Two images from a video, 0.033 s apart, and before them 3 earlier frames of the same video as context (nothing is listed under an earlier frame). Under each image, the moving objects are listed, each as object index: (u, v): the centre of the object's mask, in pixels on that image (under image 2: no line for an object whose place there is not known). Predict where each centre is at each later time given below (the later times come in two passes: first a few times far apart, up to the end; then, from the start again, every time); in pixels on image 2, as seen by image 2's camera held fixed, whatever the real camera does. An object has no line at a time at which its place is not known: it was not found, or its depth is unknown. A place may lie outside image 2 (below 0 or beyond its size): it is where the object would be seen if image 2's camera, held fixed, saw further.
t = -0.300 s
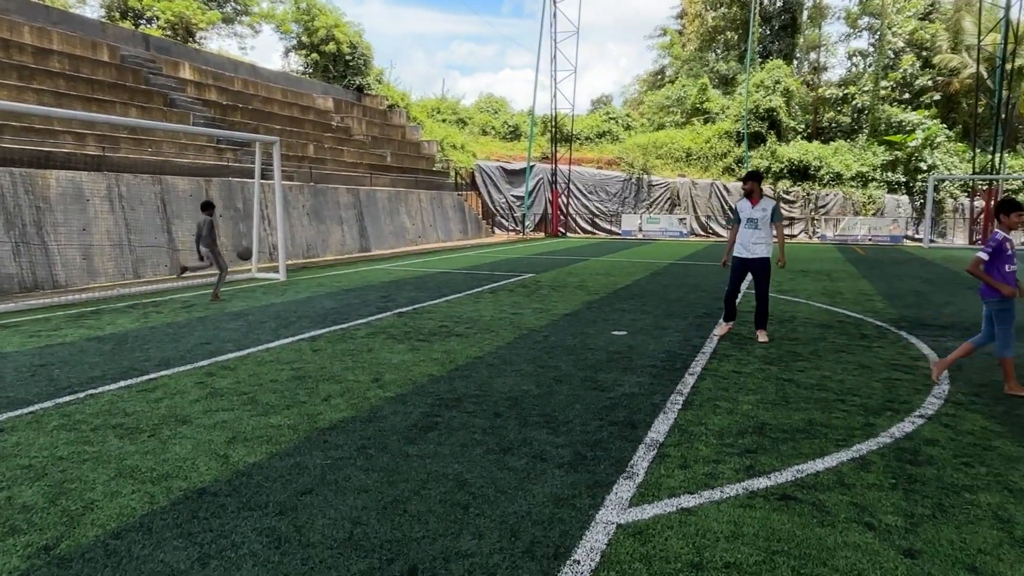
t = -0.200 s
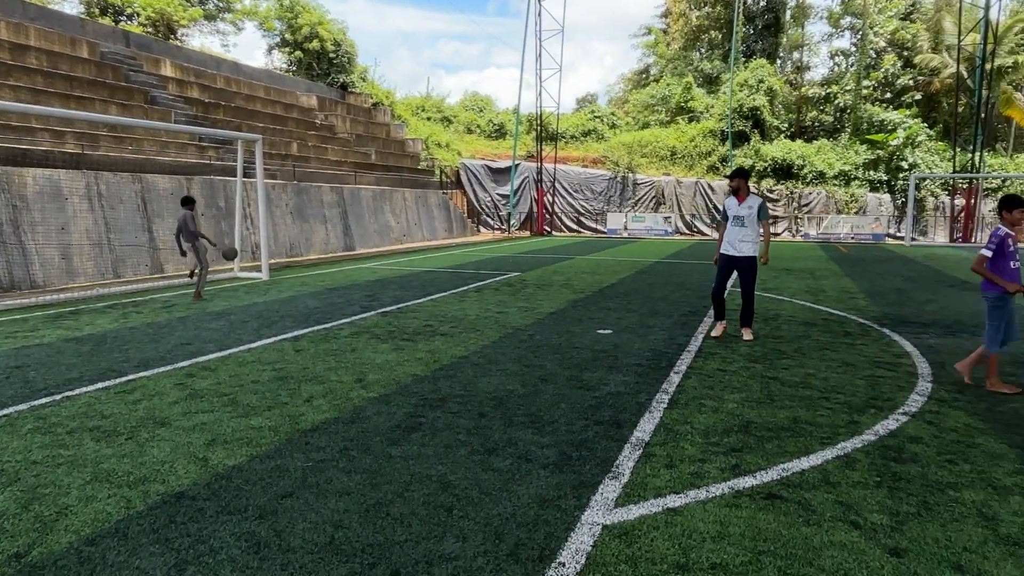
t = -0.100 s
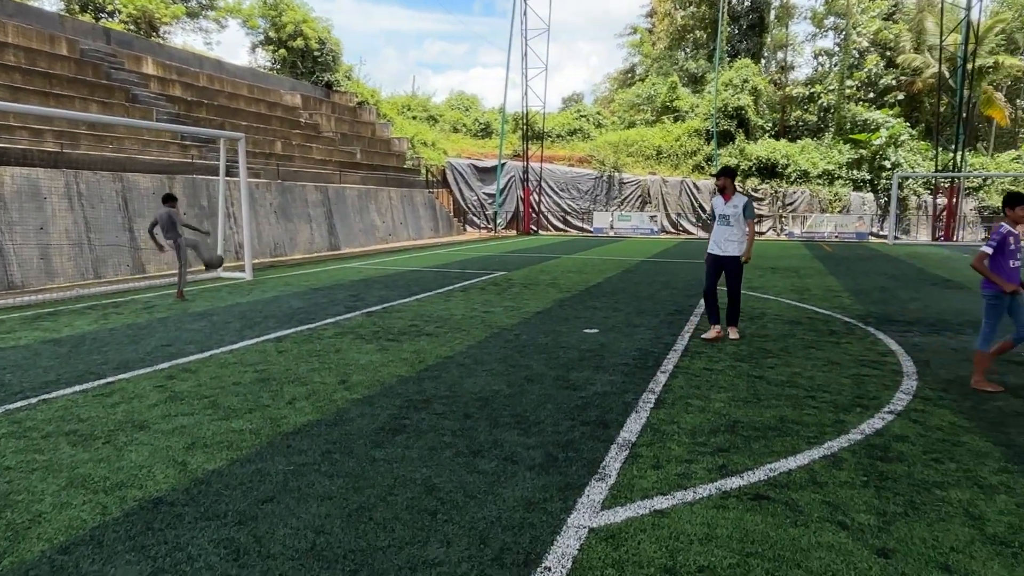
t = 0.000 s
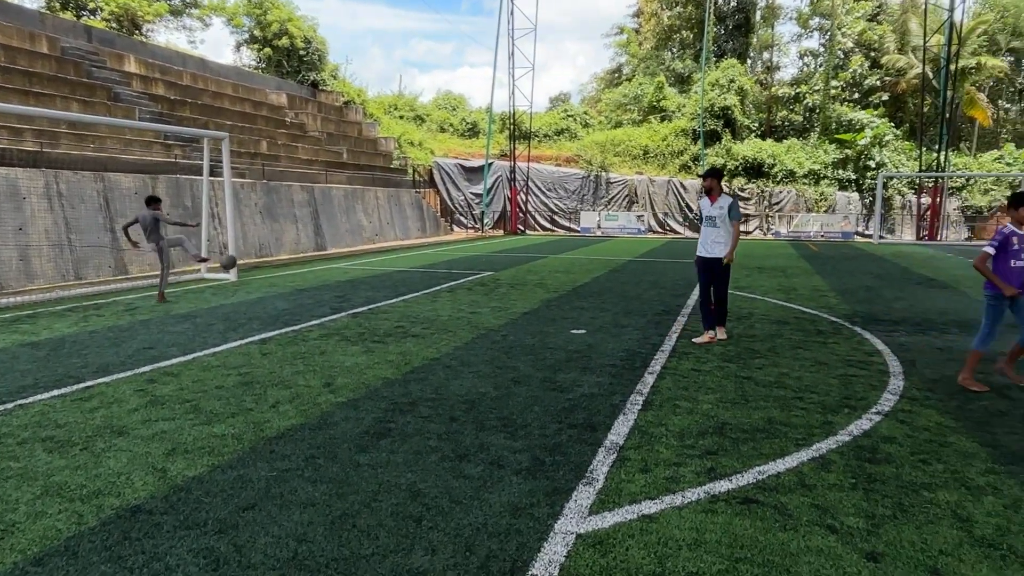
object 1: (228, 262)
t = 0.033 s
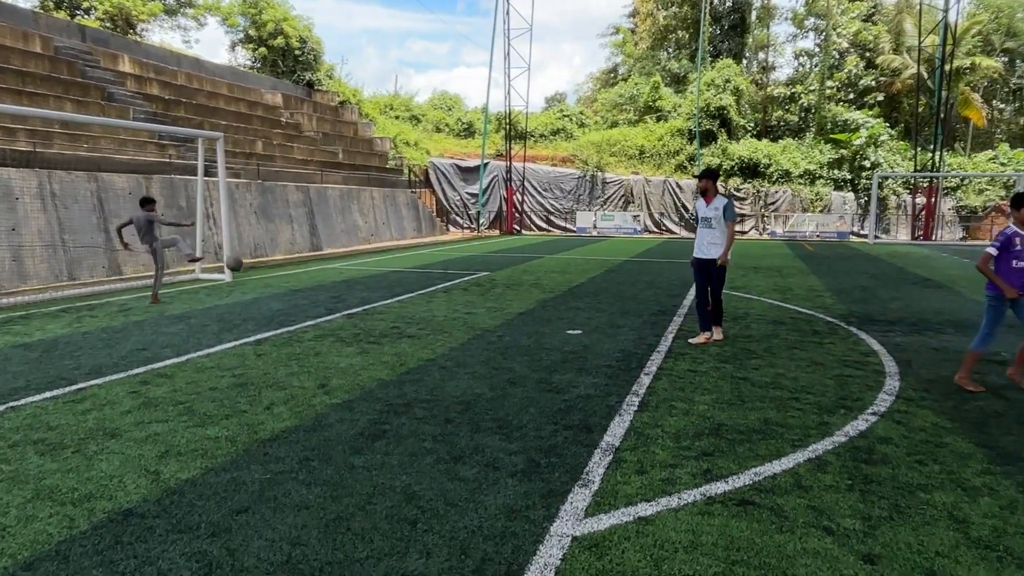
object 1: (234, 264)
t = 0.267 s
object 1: (316, 291)
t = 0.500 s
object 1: (377, 282)
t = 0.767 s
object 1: (444, 300)
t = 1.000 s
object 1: (510, 300)
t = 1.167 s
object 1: (559, 312)
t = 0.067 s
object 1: (244, 265)
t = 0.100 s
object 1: (257, 267)
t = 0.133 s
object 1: (268, 270)
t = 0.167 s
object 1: (279, 274)
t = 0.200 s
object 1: (292, 279)
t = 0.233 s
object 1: (306, 285)
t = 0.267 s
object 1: (316, 291)
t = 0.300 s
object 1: (329, 298)
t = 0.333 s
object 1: (339, 300)
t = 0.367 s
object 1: (346, 294)
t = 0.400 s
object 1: (353, 290)
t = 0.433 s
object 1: (361, 287)
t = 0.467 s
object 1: (369, 284)
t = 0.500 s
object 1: (377, 282)
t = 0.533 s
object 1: (385, 281)
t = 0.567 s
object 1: (393, 281)
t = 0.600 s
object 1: (401, 283)
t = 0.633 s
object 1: (410, 284)
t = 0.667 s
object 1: (417, 287)
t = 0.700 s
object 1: (426, 290)
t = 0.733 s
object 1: (435, 295)
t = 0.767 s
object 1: (444, 300)
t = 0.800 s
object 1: (453, 306)
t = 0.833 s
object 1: (461, 310)
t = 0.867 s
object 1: (470, 305)
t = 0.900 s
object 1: (479, 303)
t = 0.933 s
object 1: (489, 301)
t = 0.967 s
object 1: (500, 300)
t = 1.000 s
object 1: (510, 300)
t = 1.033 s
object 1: (519, 300)
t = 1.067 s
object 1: (530, 302)
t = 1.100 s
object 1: (540, 304)
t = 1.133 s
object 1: (550, 307)
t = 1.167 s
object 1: (559, 312)
